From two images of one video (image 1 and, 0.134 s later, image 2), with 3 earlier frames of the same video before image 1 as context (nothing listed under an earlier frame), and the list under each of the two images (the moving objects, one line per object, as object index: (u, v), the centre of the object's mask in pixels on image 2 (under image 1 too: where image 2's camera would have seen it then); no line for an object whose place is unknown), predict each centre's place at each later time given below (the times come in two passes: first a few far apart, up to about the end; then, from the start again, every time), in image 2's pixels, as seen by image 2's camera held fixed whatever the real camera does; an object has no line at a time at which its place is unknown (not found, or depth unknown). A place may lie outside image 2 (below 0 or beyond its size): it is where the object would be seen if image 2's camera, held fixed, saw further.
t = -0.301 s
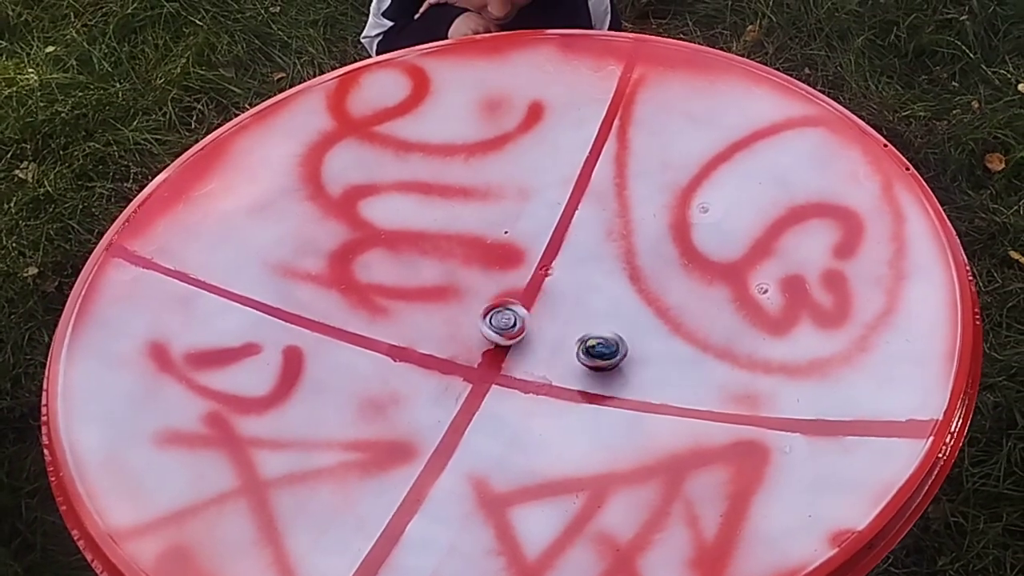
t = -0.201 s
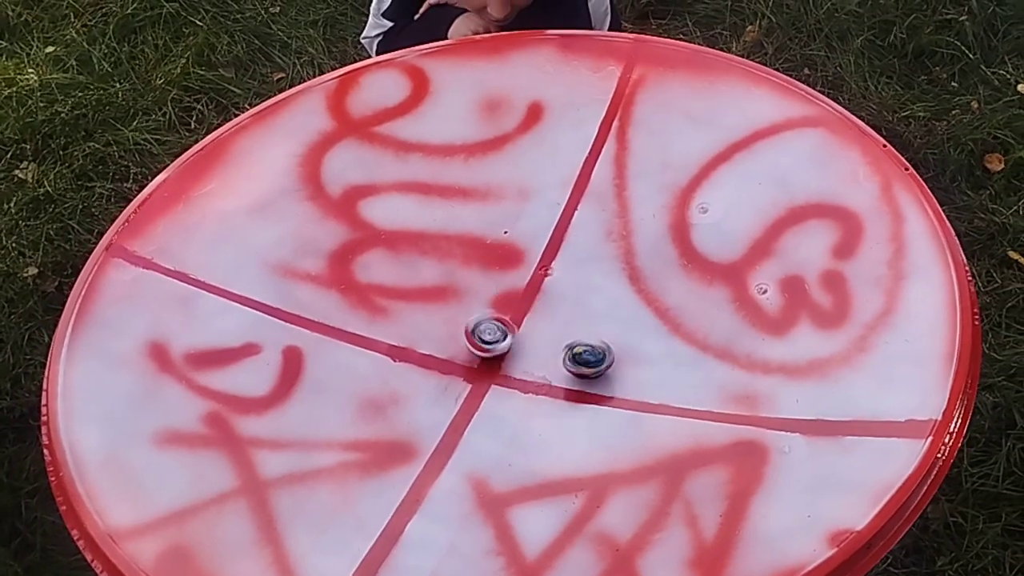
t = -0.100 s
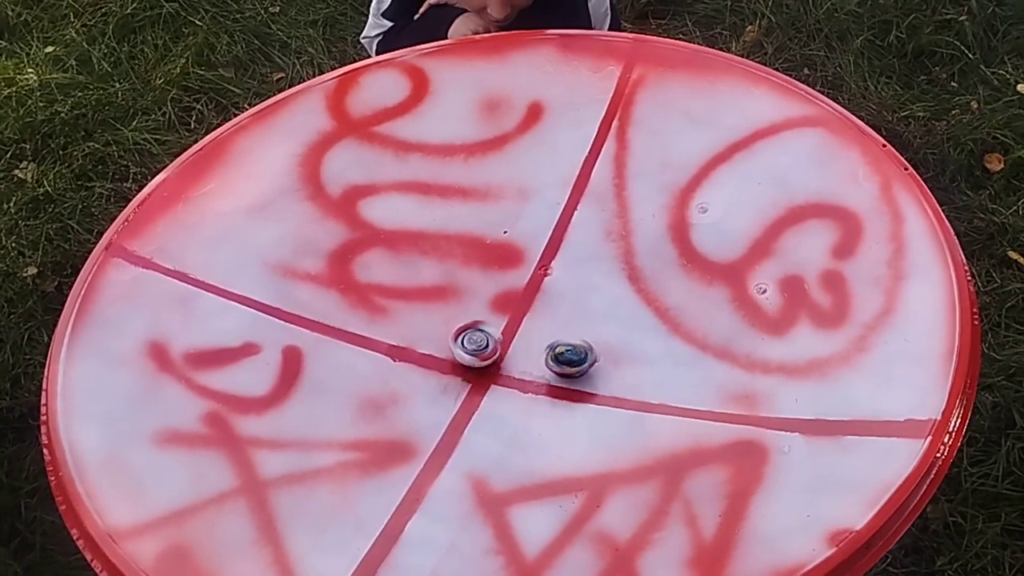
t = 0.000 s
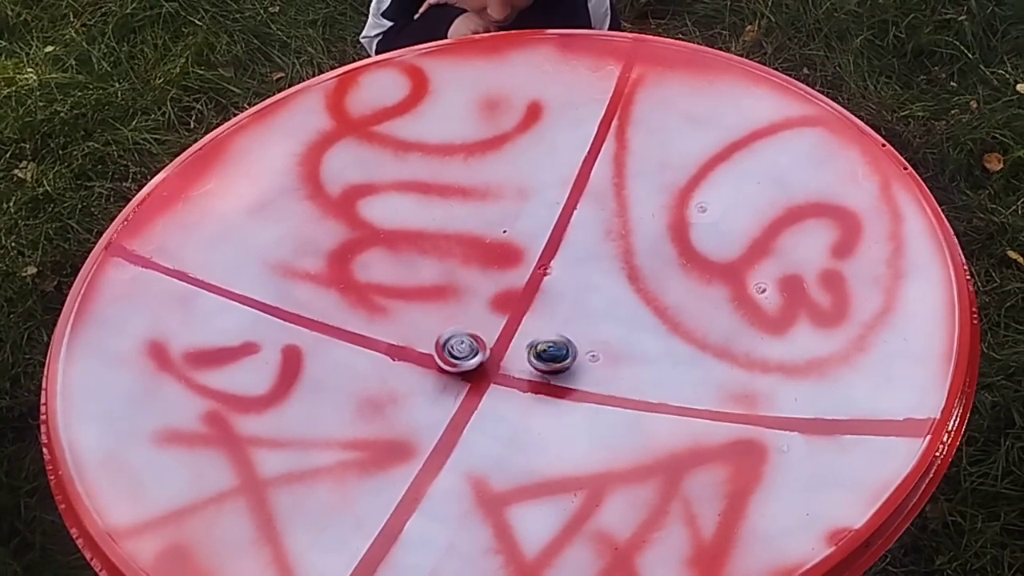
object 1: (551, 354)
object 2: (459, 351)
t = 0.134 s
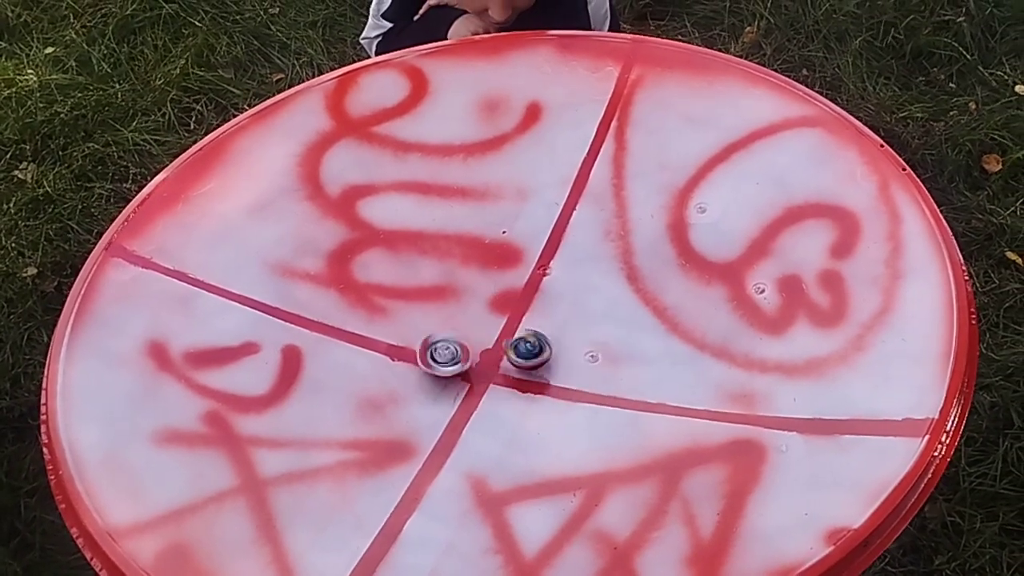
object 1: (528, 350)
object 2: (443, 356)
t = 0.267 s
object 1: (507, 344)
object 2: (434, 356)
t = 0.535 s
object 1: (478, 329)
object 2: (432, 352)
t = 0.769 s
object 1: (470, 305)
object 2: (441, 349)
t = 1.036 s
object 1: (469, 281)
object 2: (471, 344)
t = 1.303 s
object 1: (477, 259)
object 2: (512, 342)
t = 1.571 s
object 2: (552, 344)
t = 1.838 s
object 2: (582, 350)
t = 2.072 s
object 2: (589, 339)
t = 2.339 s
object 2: (595, 323)
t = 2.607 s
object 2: (613, 334)
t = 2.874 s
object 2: (613, 362)
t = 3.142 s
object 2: (582, 374)
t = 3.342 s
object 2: (551, 363)
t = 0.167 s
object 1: (523, 349)
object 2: (441, 357)
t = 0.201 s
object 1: (518, 347)
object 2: (438, 356)
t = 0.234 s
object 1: (512, 345)
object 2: (435, 357)
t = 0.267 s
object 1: (507, 344)
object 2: (434, 356)
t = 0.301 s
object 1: (502, 343)
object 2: (432, 357)
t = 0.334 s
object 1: (498, 341)
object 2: (433, 357)
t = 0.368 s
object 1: (494, 339)
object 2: (431, 357)
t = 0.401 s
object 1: (489, 337)
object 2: (431, 356)
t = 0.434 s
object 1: (485, 335)
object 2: (431, 354)
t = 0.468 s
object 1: (481, 332)
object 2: (431, 355)
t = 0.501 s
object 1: (478, 331)
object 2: (434, 353)
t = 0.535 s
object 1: (478, 329)
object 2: (432, 352)
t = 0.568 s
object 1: (477, 326)
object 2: (432, 352)
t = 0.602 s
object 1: (477, 322)
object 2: (433, 351)
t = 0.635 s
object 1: (474, 319)
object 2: (432, 352)
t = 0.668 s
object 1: (472, 315)
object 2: (435, 351)
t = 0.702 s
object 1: (471, 313)
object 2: (436, 350)
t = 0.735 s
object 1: (472, 309)
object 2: (437, 350)
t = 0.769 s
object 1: (470, 305)
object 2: (441, 349)
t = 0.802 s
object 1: (468, 302)
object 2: (443, 348)
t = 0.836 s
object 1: (468, 299)
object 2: (446, 348)
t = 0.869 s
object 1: (468, 296)
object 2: (451, 348)
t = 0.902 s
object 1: (468, 293)
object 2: (453, 346)
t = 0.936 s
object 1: (467, 290)
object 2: (456, 346)
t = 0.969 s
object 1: (467, 287)
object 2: (462, 345)
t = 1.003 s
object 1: (468, 284)
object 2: (465, 344)
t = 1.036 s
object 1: (469, 281)
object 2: (471, 344)
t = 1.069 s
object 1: (469, 278)
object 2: (477, 344)
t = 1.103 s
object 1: (470, 276)
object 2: (481, 342)
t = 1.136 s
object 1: (471, 272)
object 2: (487, 342)
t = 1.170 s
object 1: (471, 269)
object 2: (491, 342)
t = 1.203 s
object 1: (472, 267)
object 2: (496, 341)
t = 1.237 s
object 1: (474, 264)
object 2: (502, 343)
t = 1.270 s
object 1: (476, 261)
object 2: (507, 343)
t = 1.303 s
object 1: (477, 259)
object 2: (512, 342)
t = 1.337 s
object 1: (479, 257)
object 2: (517, 341)
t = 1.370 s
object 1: (482, 254)
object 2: (523, 342)
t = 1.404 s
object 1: (484, 253)
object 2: (527, 343)
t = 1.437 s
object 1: (486, 251)
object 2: (532, 343)
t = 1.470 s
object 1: (488, 249)
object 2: (538, 343)
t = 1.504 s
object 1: (491, 248)
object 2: (543, 343)
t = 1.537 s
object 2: (547, 344)
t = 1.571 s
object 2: (552, 344)
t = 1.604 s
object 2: (558, 344)
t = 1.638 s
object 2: (561, 345)
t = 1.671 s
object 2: (564, 346)
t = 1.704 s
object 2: (568, 347)
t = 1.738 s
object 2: (574, 348)
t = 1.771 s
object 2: (577, 348)
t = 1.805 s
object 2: (579, 349)
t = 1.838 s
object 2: (582, 350)
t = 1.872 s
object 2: (587, 351)
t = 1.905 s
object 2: (589, 351)
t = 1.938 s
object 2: (589, 351)
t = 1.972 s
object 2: (588, 350)
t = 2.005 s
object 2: (586, 348)
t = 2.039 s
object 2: (587, 344)
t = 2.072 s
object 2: (589, 339)
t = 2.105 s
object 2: (589, 338)
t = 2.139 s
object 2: (590, 337)
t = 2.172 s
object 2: (592, 335)
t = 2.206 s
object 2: (594, 334)
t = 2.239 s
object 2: (595, 332)
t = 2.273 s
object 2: (595, 327)
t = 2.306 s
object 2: (595, 325)
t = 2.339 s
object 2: (595, 323)
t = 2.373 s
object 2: (595, 320)
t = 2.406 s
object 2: (596, 319)
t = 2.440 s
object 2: (598, 317)
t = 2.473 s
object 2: (599, 318)
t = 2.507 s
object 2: (599, 320)
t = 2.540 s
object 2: (603, 322)
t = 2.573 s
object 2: (608, 329)
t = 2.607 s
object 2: (613, 334)
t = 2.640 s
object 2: (616, 337)
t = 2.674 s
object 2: (618, 341)
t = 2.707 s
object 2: (618, 345)
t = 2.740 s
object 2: (617, 348)
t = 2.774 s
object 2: (617, 352)
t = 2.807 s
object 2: (616, 355)
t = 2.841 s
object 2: (614, 358)
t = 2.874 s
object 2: (613, 362)
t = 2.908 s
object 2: (611, 365)
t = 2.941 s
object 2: (609, 367)
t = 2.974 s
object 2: (606, 369)
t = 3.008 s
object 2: (603, 371)
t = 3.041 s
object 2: (599, 372)
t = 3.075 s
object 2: (594, 372)
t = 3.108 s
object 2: (588, 372)
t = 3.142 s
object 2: (582, 374)
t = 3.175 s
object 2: (577, 372)
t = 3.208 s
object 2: (573, 371)
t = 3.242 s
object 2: (566, 370)
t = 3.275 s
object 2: (561, 368)
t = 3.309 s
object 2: (556, 366)
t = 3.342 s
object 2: (551, 363)
